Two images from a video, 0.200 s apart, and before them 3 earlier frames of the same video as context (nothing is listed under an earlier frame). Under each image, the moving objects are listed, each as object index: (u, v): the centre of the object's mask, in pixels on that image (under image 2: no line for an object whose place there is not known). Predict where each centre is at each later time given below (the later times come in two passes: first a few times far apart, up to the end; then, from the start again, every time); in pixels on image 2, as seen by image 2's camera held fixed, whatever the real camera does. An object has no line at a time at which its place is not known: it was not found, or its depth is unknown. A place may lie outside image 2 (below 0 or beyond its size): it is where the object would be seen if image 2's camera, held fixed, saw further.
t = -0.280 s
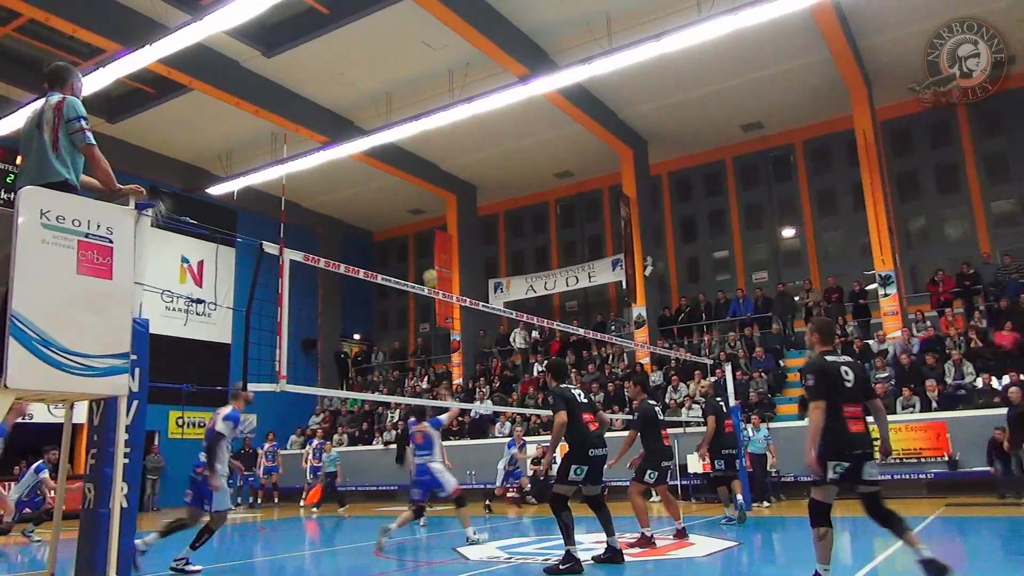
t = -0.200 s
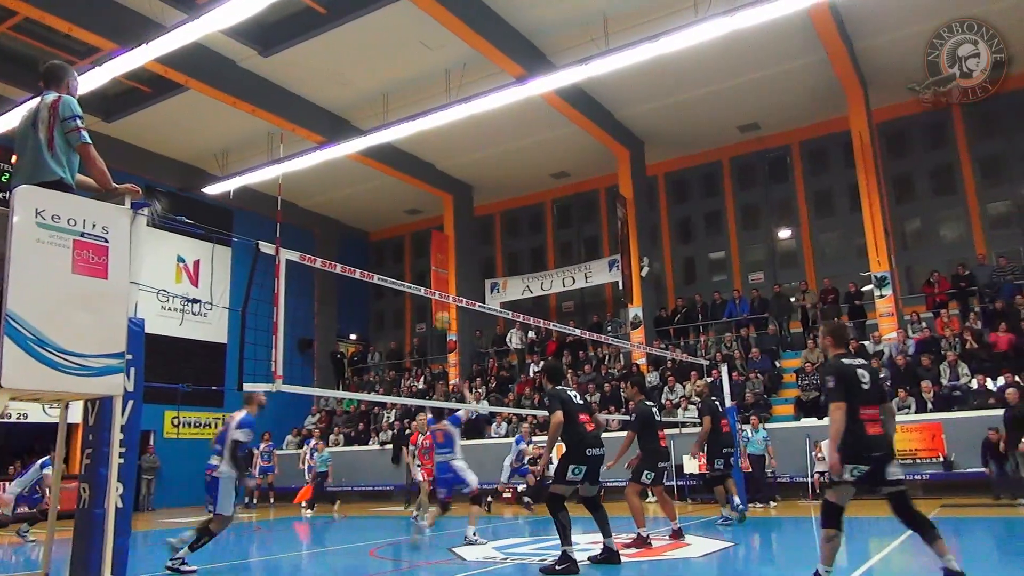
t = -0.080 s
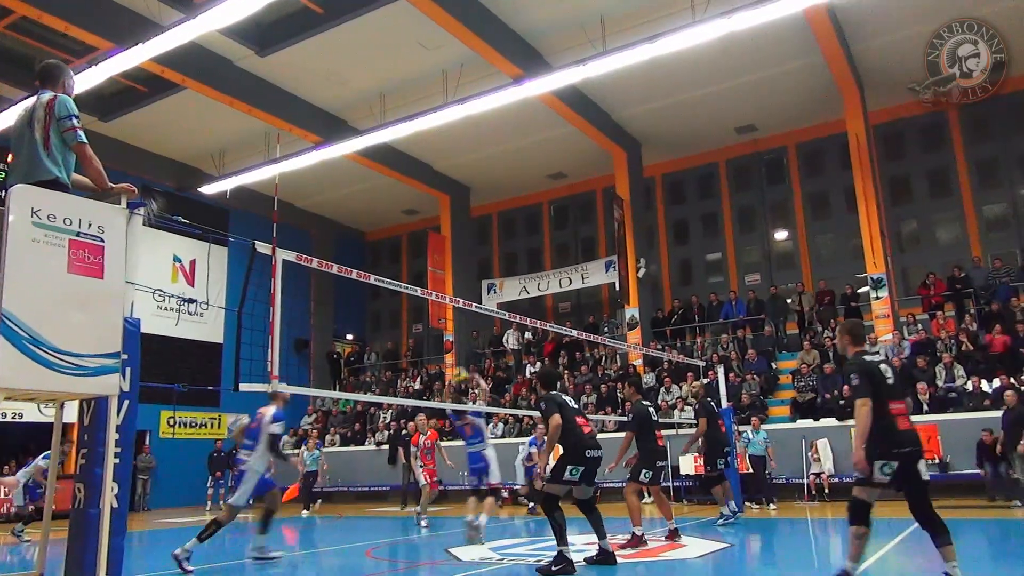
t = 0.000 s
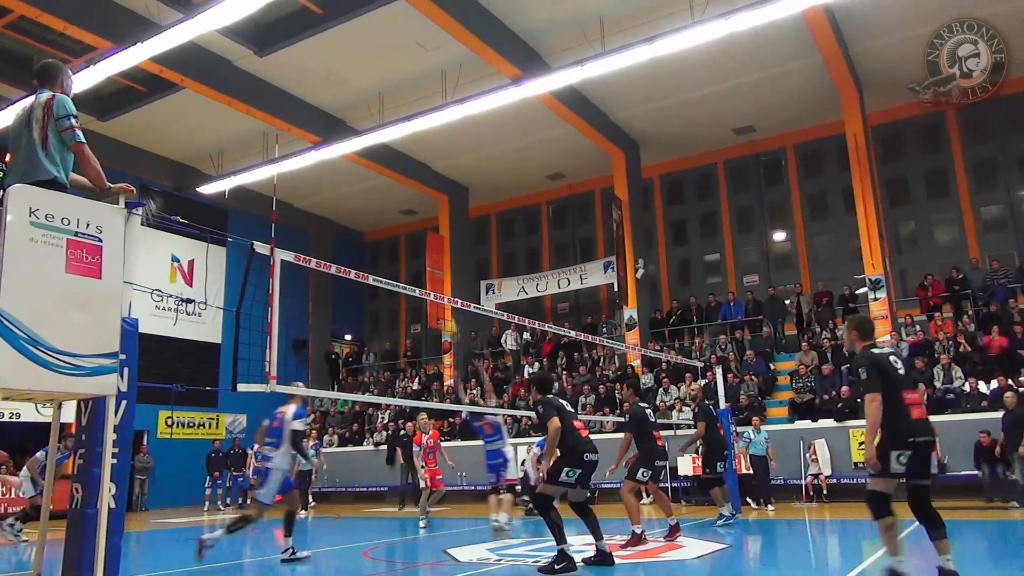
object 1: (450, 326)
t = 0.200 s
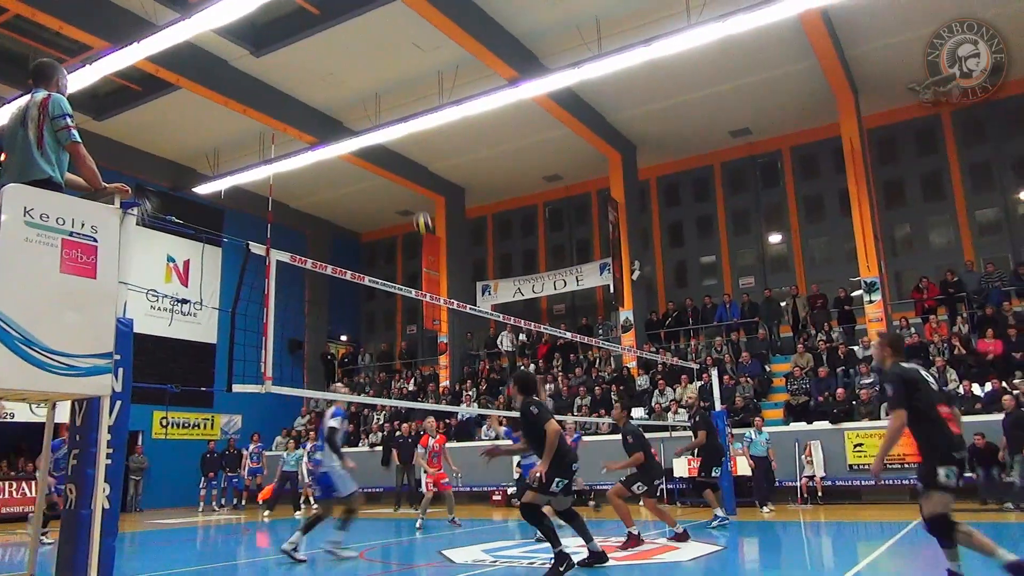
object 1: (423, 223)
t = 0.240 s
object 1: (418, 204)
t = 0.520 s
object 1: (380, 104)
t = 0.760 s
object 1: (344, 64)
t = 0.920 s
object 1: (315, 62)
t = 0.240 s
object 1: (418, 204)
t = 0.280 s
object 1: (413, 187)
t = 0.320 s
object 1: (408, 170)
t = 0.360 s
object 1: (402, 155)
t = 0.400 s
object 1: (397, 142)
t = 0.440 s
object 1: (391, 127)
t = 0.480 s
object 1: (385, 115)
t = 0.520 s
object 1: (380, 104)
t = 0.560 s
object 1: (375, 95)
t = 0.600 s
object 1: (369, 86)
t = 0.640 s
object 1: (362, 78)
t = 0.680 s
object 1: (356, 73)
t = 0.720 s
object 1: (350, 68)
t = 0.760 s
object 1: (344, 64)
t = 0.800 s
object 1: (337, 61)
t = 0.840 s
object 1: (329, 60)
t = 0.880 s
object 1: (322, 61)
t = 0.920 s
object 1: (315, 62)
